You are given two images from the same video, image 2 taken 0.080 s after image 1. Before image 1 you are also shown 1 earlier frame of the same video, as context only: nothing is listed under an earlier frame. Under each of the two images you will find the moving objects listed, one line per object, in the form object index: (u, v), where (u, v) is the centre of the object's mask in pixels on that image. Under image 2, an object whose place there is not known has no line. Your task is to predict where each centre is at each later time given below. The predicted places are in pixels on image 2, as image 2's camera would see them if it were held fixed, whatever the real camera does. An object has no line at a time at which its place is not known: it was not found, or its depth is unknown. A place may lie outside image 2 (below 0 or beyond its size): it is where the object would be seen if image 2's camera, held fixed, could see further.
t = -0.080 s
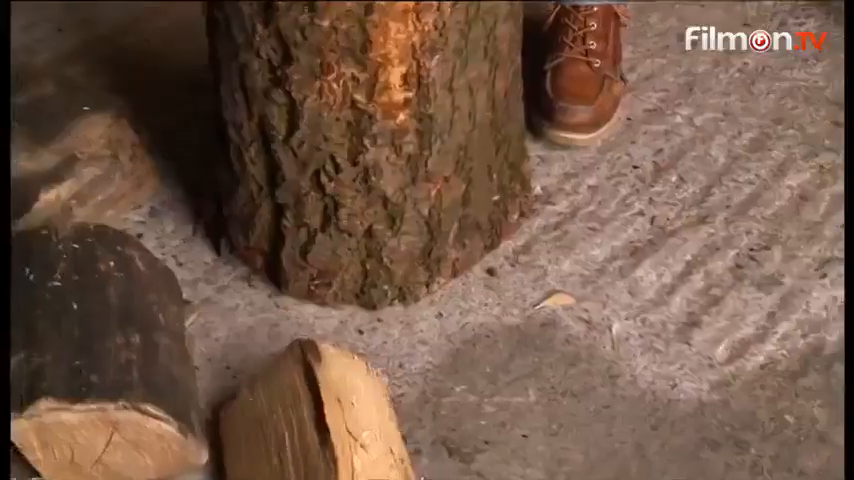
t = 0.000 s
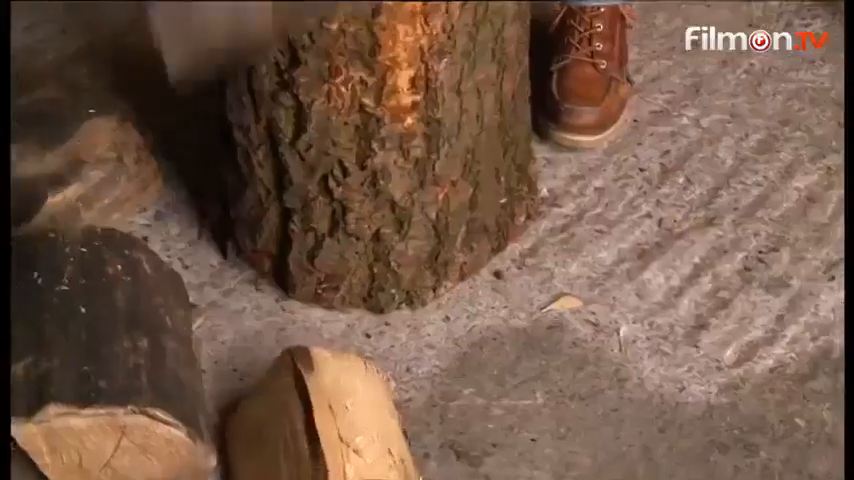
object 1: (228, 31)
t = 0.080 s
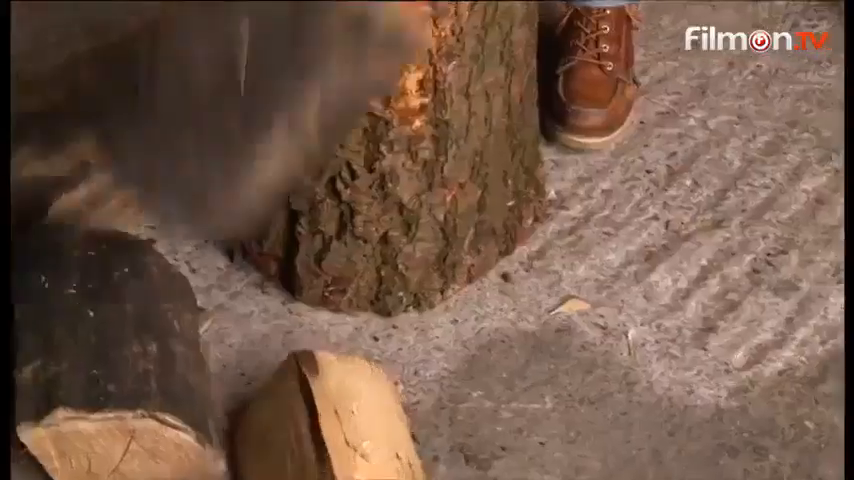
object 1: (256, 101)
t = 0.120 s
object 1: (249, 161)
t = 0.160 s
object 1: (229, 282)
